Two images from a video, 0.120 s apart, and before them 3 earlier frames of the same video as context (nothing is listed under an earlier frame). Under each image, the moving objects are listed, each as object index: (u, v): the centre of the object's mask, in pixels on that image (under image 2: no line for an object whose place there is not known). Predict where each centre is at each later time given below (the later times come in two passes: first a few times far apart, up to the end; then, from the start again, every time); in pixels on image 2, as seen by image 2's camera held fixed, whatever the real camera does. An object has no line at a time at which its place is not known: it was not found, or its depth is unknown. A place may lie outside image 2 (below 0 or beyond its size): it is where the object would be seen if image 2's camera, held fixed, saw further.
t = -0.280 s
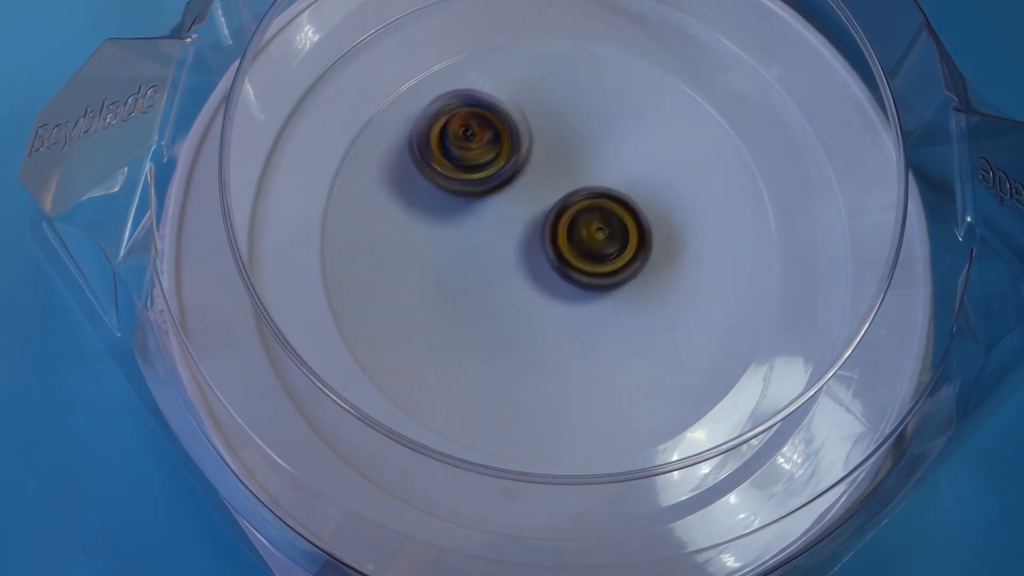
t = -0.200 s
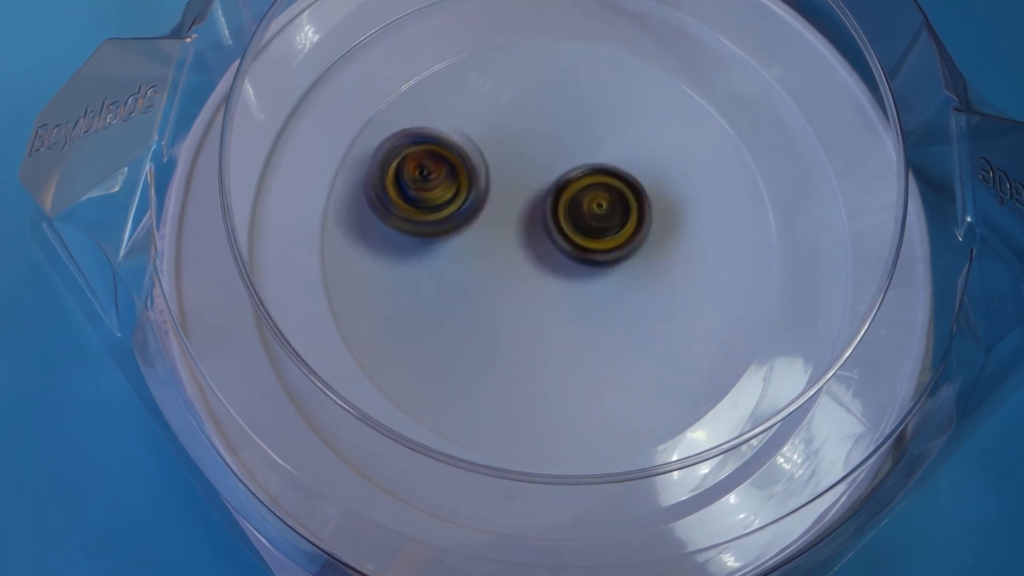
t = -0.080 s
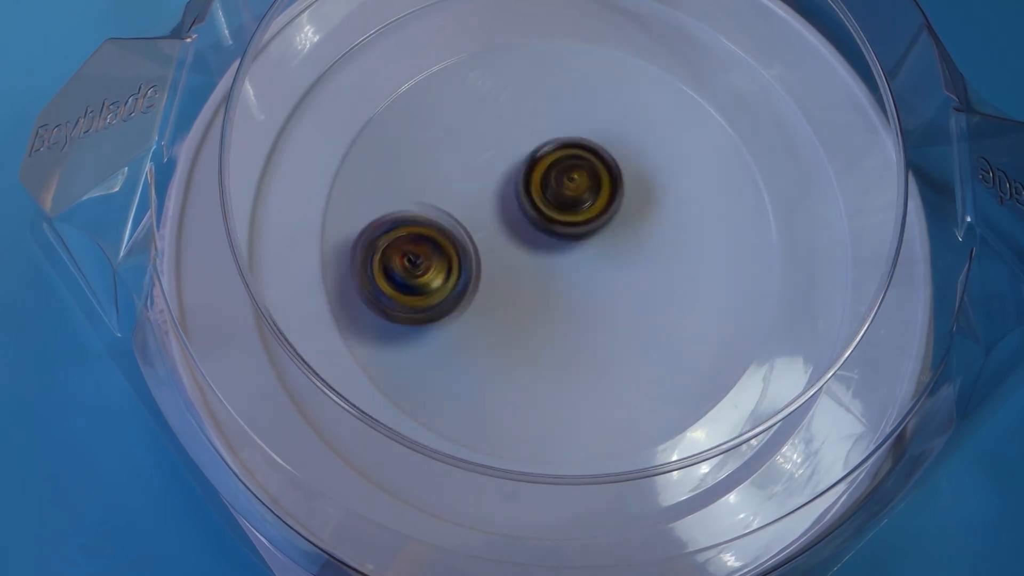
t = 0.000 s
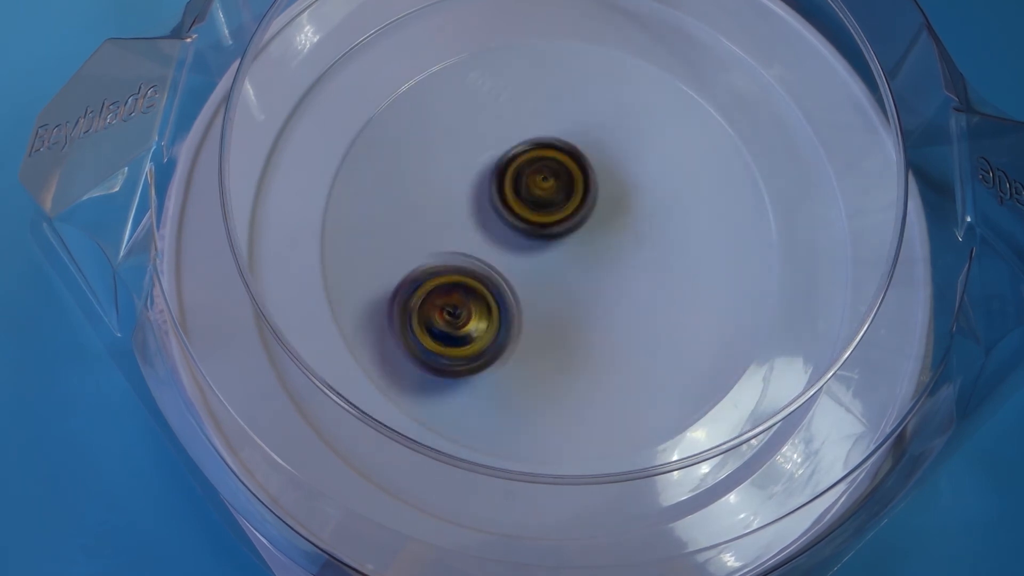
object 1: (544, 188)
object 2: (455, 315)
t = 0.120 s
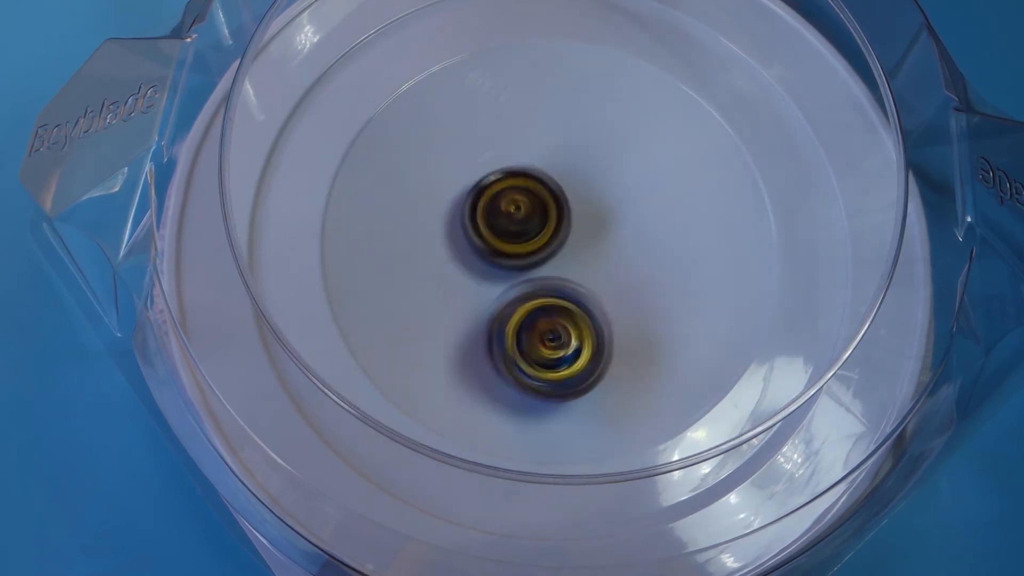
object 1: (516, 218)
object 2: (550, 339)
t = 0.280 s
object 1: (527, 267)
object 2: (652, 276)
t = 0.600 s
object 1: (605, 244)
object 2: (576, 105)
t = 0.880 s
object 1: (541, 213)
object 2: (434, 225)
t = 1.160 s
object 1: (556, 249)
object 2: (558, 388)
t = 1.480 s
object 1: (553, 149)
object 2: (695, 287)
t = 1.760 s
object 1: (514, 210)
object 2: (595, 130)
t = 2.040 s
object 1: (566, 281)
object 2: (456, 115)
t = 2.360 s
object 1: (635, 249)
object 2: (534, 307)
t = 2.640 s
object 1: (567, 200)
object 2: (625, 322)
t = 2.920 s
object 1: (477, 195)
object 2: (597, 257)
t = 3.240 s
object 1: (465, 242)
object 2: (568, 281)
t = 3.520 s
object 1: (549, 234)
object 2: (654, 261)
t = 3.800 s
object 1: (541, 187)
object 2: (687, 251)
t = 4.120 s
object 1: (528, 202)
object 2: (574, 305)
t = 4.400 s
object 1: (559, 235)
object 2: (413, 314)
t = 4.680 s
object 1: (602, 265)
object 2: (493, 306)
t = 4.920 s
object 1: (630, 247)
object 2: (510, 274)
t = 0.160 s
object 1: (514, 231)
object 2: (581, 331)
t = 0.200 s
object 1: (515, 244)
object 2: (610, 317)
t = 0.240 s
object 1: (519, 256)
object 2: (634, 300)
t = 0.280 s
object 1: (527, 267)
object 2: (652, 276)
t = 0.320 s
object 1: (538, 276)
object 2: (666, 250)
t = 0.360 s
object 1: (551, 282)
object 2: (673, 224)
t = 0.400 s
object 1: (565, 285)
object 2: (673, 196)
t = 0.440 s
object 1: (577, 284)
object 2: (664, 169)
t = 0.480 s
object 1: (589, 278)
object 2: (650, 145)
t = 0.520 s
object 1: (598, 269)
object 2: (630, 126)
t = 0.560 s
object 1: (604, 257)
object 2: (605, 113)
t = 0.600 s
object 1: (605, 244)
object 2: (576, 105)
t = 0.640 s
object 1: (602, 233)
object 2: (547, 107)
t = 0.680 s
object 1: (595, 221)
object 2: (520, 116)
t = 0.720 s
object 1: (585, 213)
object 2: (495, 132)
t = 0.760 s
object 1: (573, 208)
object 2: (474, 152)
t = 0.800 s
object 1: (561, 205)
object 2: (458, 176)
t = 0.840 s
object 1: (551, 209)
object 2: (441, 200)
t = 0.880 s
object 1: (541, 213)
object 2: (434, 225)
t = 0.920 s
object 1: (532, 220)
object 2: (433, 254)
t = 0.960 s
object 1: (527, 231)
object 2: (439, 282)
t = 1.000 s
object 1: (525, 241)
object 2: (452, 309)
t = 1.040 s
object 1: (526, 251)
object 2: (473, 331)
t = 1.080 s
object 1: (530, 260)
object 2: (501, 348)
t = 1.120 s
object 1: (538, 267)
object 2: (532, 357)
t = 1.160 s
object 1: (556, 249)
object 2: (558, 388)
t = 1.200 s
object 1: (569, 228)
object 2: (584, 407)
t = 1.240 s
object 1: (578, 211)
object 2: (608, 410)
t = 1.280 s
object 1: (580, 198)
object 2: (635, 405)
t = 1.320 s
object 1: (578, 187)
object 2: (660, 392)
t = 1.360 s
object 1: (574, 175)
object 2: (681, 371)
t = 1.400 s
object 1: (569, 165)
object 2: (693, 343)
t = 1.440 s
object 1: (562, 156)
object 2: (698, 316)
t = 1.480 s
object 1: (553, 149)
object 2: (695, 287)
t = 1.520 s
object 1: (543, 147)
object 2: (686, 259)
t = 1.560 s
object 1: (533, 149)
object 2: (678, 233)
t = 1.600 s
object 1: (524, 158)
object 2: (663, 207)
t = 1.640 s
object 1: (517, 169)
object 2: (647, 184)
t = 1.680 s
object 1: (513, 183)
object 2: (631, 164)
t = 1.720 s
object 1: (513, 196)
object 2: (612, 144)
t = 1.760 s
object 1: (514, 210)
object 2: (595, 130)
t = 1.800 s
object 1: (518, 223)
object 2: (578, 116)
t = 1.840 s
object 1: (523, 235)
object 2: (559, 103)
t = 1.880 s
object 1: (530, 246)
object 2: (537, 94)
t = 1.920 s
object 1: (537, 256)
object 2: (516, 88)
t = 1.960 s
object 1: (546, 265)
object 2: (493, 87)
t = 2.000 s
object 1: (556, 273)
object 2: (471, 96)
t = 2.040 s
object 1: (566, 281)
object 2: (456, 115)
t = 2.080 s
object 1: (578, 286)
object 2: (448, 139)
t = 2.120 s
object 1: (589, 289)
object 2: (447, 169)
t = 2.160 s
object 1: (601, 290)
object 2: (455, 199)
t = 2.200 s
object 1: (612, 288)
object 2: (467, 228)
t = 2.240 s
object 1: (622, 283)
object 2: (483, 254)
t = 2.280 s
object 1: (627, 274)
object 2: (503, 276)
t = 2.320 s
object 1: (631, 264)
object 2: (526, 293)
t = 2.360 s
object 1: (635, 249)
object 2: (534, 307)
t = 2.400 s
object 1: (636, 235)
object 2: (542, 317)
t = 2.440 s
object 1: (628, 224)
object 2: (553, 323)
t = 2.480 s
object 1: (619, 215)
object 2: (566, 330)
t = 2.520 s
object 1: (607, 209)
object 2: (581, 336)
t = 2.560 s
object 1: (594, 204)
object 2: (599, 341)
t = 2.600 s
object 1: (580, 201)
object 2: (616, 336)
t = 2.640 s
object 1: (567, 200)
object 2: (625, 322)
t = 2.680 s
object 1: (553, 200)
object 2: (629, 304)
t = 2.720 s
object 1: (540, 202)
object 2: (621, 281)
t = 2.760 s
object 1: (525, 201)
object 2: (611, 264)
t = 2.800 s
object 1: (508, 192)
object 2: (609, 261)
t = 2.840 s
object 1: (494, 188)
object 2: (606, 259)
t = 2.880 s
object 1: (485, 191)
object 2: (602, 258)
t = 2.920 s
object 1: (477, 195)
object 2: (597, 257)
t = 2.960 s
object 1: (469, 200)
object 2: (588, 257)
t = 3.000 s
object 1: (462, 205)
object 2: (574, 256)
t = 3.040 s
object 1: (456, 212)
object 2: (560, 256)
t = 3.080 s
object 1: (449, 216)
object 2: (555, 262)
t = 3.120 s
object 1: (446, 222)
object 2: (553, 270)
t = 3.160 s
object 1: (448, 229)
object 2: (557, 277)
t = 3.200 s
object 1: (455, 236)
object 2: (562, 280)
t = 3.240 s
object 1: (465, 242)
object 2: (568, 281)
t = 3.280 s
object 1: (479, 244)
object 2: (578, 283)
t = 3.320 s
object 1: (492, 240)
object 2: (593, 290)
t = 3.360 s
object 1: (508, 238)
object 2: (608, 288)
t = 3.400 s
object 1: (521, 238)
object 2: (625, 287)
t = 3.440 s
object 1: (532, 239)
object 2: (638, 280)
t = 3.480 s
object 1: (542, 239)
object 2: (646, 269)
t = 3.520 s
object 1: (549, 234)
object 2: (654, 261)
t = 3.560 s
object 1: (536, 210)
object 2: (681, 270)
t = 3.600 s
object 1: (528, 189)
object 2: (698, 272)
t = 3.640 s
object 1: (524, 174)
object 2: (709, 271)
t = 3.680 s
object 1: (524, 169)
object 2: (715, 268)
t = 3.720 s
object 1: (527, 173)
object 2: (713, 262)
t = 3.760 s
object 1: (534, 181)
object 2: (702, 257)
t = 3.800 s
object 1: (541, 187)
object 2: (687, 251)
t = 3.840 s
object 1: (546, 194)
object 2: (671, 247)
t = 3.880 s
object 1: (551, 201)
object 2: (653, 239)
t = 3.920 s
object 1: (548, 196)
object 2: (645, 250)
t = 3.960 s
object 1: (543, 196)
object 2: (633, 254)
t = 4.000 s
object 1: (535, 188)
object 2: (626, 275)
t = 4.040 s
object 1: (529, 186)
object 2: (610, 291)
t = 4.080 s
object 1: (528, 193)
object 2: (595, 304)
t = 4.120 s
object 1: (528, 202)
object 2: (574, 305)
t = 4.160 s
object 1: (528, 210)
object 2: (556, 303)
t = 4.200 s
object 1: (534, 210)
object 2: (524, 305)
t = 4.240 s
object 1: (540, 215)
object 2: (492, 302)
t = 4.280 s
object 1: (546, 220)
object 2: (459, 303)
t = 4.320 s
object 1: (551, 226)
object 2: (433, 304)
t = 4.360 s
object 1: (556, 230)
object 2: (418, 304)
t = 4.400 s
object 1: (559, 235)
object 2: (413, 314)
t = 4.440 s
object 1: (564, 240)
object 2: (418, 323)
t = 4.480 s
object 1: (569, 245)
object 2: (430, 325)
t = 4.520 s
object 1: (573, 250)
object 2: (444, 323)
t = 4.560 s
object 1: (576, 255)
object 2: (461, 321)
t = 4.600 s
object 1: (579, 260)
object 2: (482, 316)
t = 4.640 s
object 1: (583, 265)
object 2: (498, 312)
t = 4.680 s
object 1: (602, 265)
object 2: (493, 306)
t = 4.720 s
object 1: (619, 265)
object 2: (486, 300)
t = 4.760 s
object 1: (625, 263)
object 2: (481, 294)
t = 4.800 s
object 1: (628, 260)
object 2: (481, 289)
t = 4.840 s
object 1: (633, 256)
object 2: (485, 284)
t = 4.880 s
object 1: (633, 252)
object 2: (495, 279)
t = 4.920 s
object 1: (630, 247)
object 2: (510, 274)
